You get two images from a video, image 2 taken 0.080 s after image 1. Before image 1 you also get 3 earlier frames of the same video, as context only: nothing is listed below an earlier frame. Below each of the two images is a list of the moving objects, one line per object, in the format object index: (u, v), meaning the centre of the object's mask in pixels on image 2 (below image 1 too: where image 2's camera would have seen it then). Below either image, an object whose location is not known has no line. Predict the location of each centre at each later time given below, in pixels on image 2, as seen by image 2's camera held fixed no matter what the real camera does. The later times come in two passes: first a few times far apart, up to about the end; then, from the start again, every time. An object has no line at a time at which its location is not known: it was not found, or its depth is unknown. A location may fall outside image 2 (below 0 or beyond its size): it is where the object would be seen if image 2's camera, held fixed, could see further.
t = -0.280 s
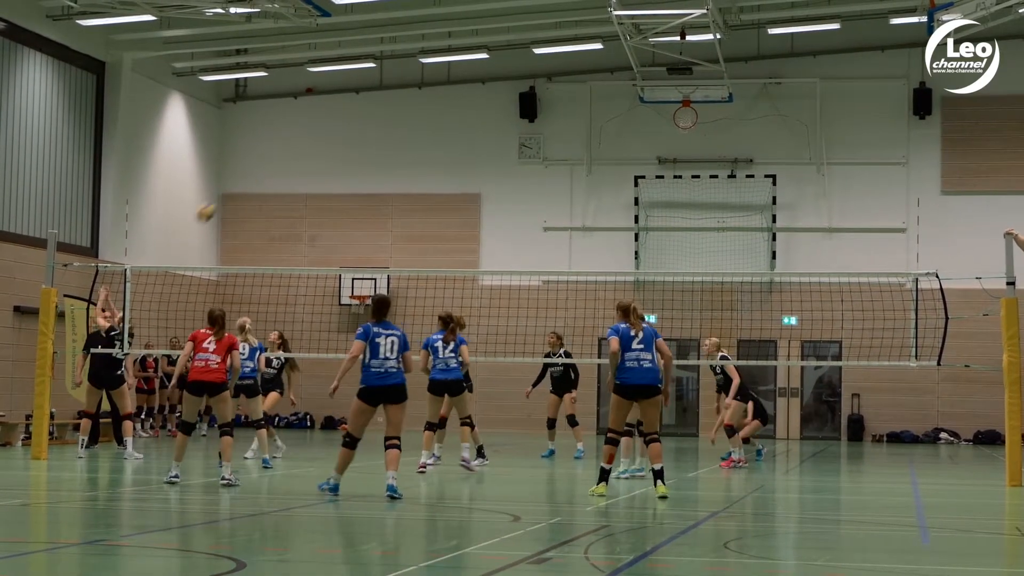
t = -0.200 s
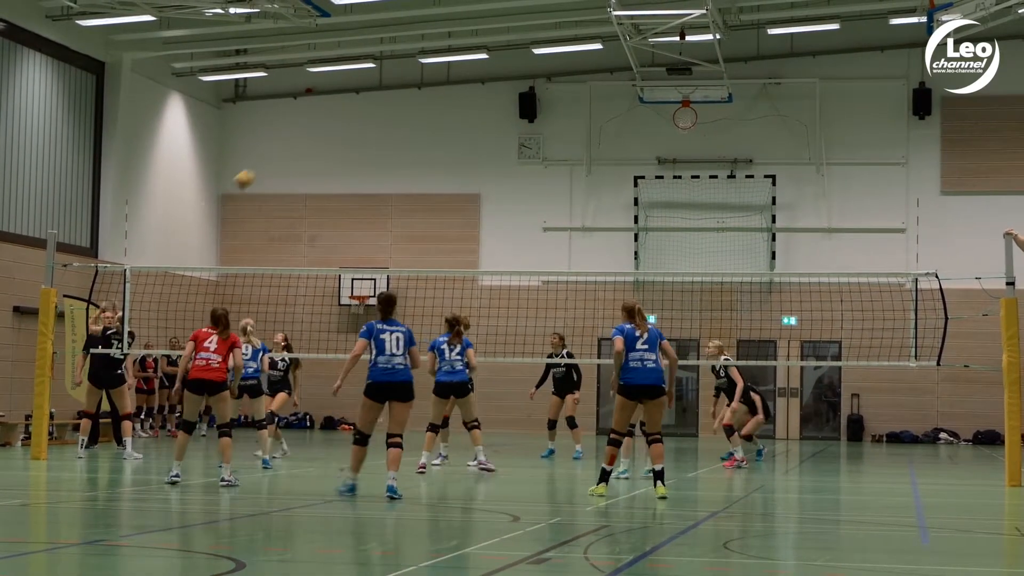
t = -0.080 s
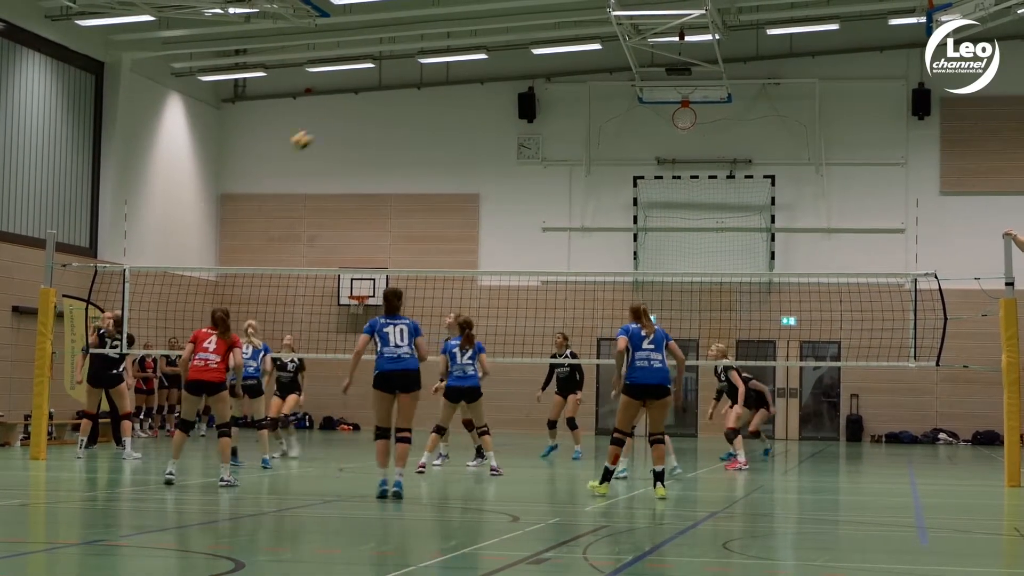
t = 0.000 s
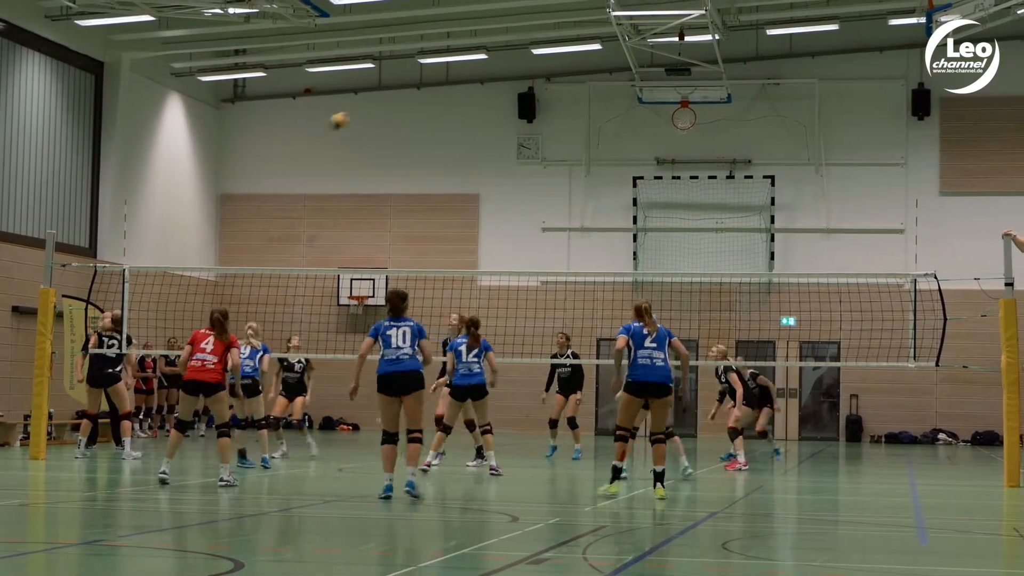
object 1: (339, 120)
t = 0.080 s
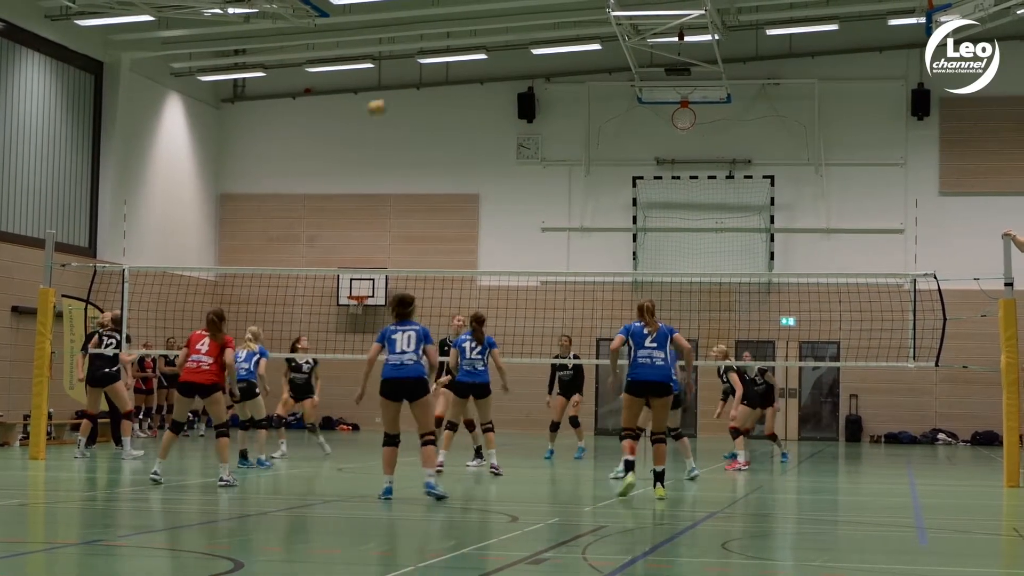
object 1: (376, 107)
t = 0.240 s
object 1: (450, 95)
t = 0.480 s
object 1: (553, 113)
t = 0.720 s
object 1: (650, 173)
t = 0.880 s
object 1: (710, 238)
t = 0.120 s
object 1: (394, 102)
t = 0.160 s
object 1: (412, 98)
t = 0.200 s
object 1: (430, 94)
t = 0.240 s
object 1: (450, 95)
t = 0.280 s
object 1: (467, 94)
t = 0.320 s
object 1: (483, 95)
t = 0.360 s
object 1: (502, 98)
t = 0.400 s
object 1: (520, 102)
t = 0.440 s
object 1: (536, 107)
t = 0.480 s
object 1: (553, 113)
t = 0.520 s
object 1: (569, 119)
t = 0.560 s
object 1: (585, 128)
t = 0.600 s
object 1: (602, 139)
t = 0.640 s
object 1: (618, 148)
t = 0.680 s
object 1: (633, 161)
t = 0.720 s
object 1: (650, 173)
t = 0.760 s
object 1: (665, 188)
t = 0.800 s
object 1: (680, 204)
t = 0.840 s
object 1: (694, 220)
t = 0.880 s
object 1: (710, 238)
